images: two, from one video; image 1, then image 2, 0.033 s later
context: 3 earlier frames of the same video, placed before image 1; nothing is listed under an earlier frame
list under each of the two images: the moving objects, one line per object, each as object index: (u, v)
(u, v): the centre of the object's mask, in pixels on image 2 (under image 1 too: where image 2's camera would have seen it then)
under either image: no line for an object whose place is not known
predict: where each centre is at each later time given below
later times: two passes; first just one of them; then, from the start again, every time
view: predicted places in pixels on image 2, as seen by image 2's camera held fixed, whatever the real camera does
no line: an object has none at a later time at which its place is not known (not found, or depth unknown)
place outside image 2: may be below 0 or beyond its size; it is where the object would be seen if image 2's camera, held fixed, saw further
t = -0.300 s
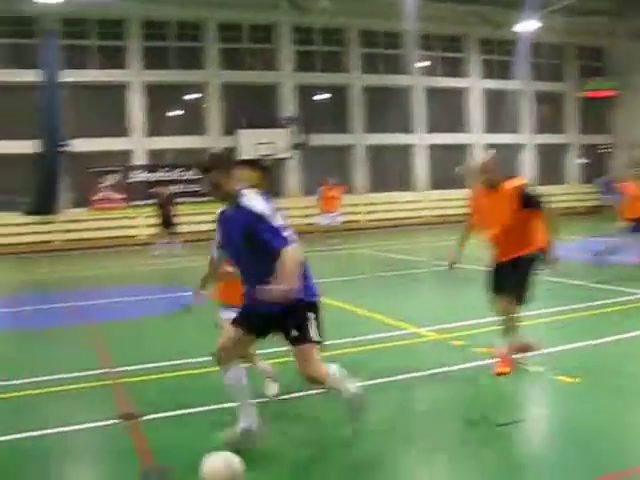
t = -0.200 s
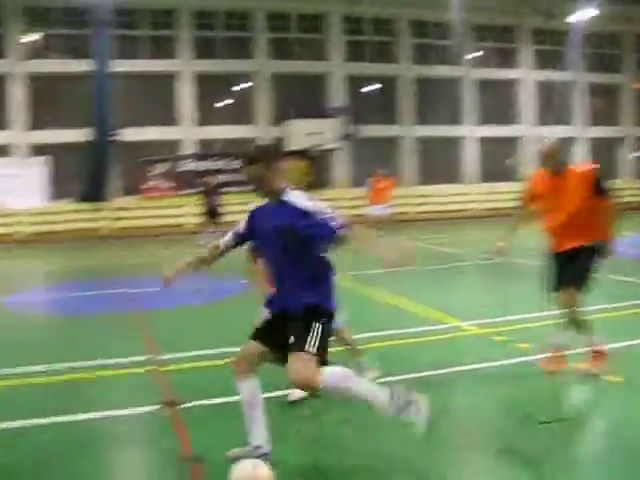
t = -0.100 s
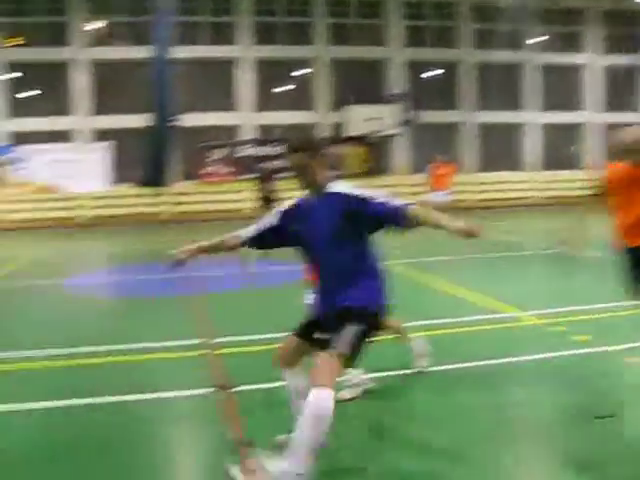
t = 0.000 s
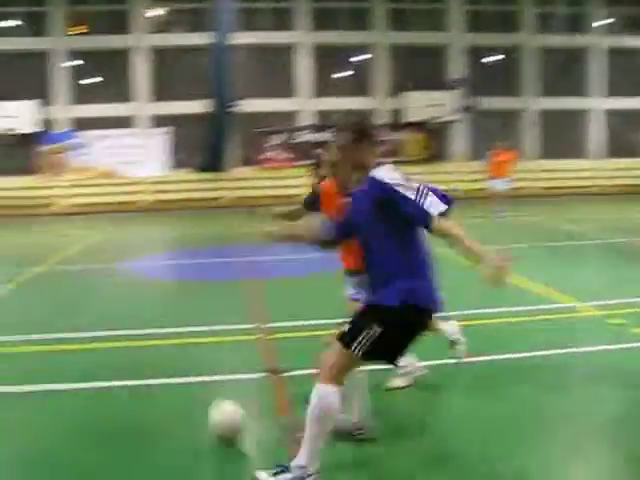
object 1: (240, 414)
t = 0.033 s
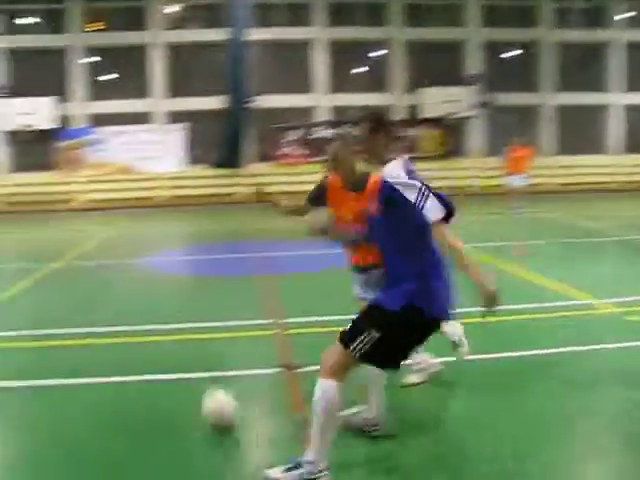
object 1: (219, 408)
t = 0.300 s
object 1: (96, 355)
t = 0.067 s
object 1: (197, 398)
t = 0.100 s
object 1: (179, 390)
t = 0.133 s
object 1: (163, 383)
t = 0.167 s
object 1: (146, 376)
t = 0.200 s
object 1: (133, 370)
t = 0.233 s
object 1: (119, 365)
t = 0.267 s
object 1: (107, 360)
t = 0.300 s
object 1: (96, 355)
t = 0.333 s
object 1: (87, 352)
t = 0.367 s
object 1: (77, 347)
